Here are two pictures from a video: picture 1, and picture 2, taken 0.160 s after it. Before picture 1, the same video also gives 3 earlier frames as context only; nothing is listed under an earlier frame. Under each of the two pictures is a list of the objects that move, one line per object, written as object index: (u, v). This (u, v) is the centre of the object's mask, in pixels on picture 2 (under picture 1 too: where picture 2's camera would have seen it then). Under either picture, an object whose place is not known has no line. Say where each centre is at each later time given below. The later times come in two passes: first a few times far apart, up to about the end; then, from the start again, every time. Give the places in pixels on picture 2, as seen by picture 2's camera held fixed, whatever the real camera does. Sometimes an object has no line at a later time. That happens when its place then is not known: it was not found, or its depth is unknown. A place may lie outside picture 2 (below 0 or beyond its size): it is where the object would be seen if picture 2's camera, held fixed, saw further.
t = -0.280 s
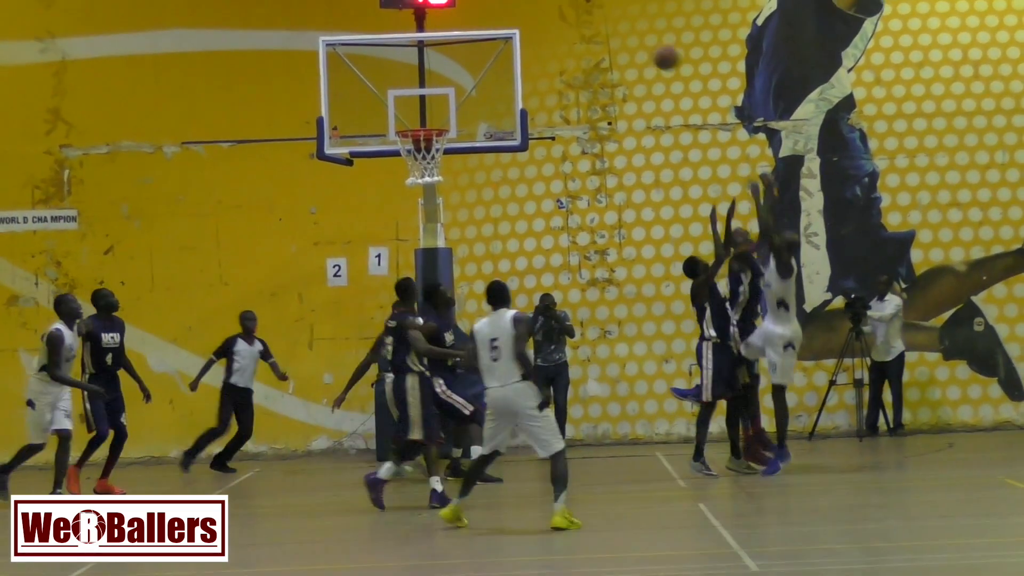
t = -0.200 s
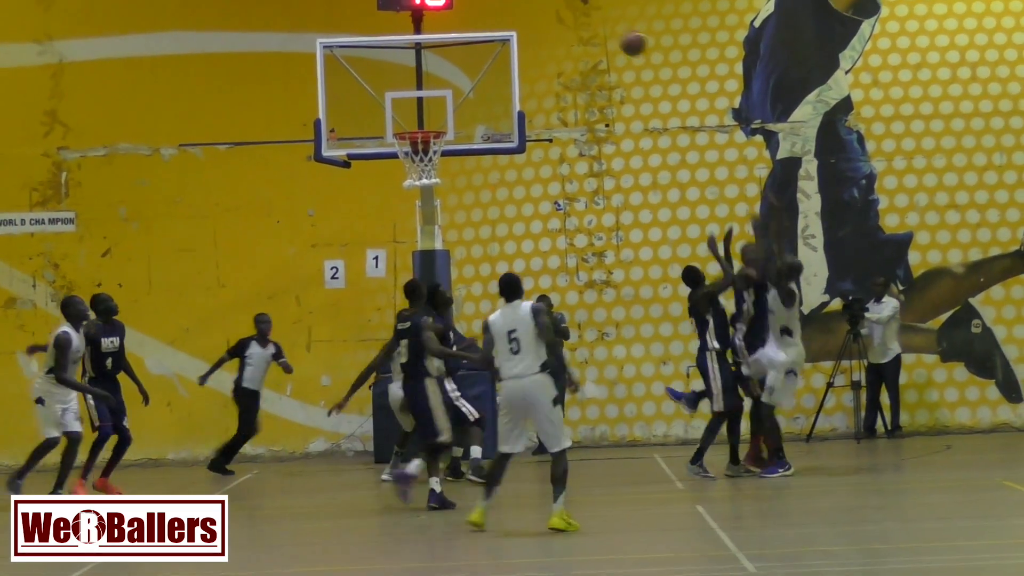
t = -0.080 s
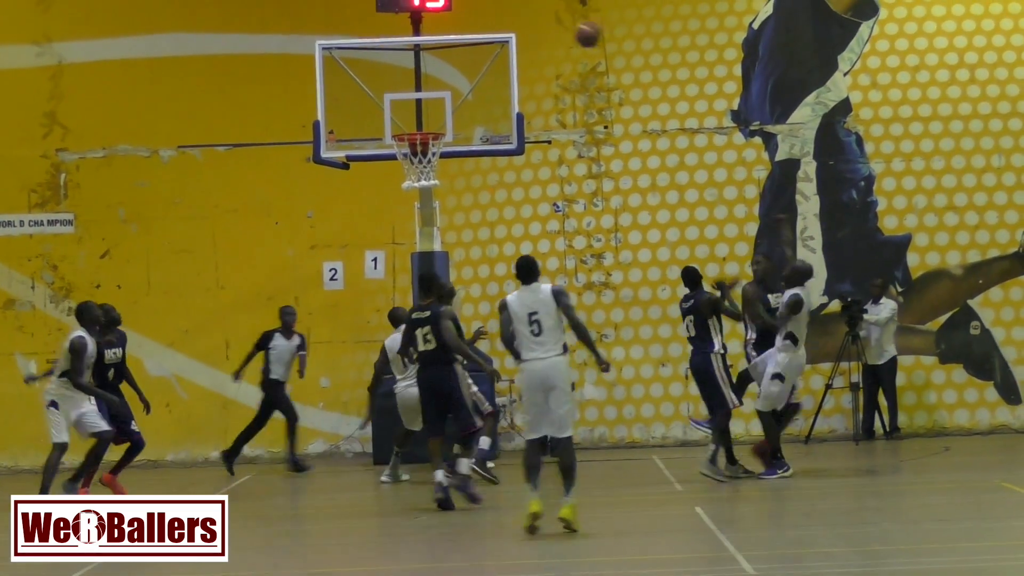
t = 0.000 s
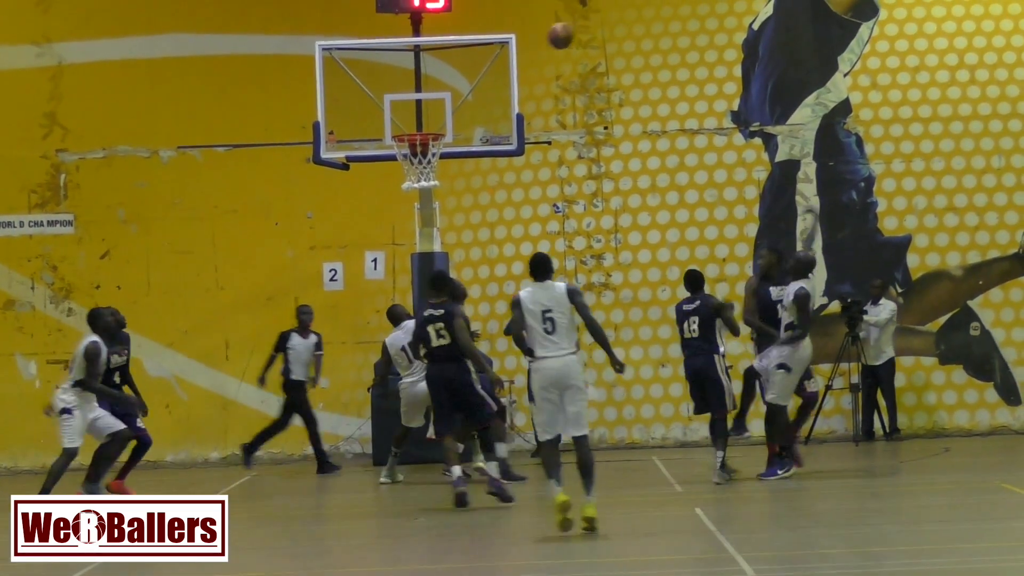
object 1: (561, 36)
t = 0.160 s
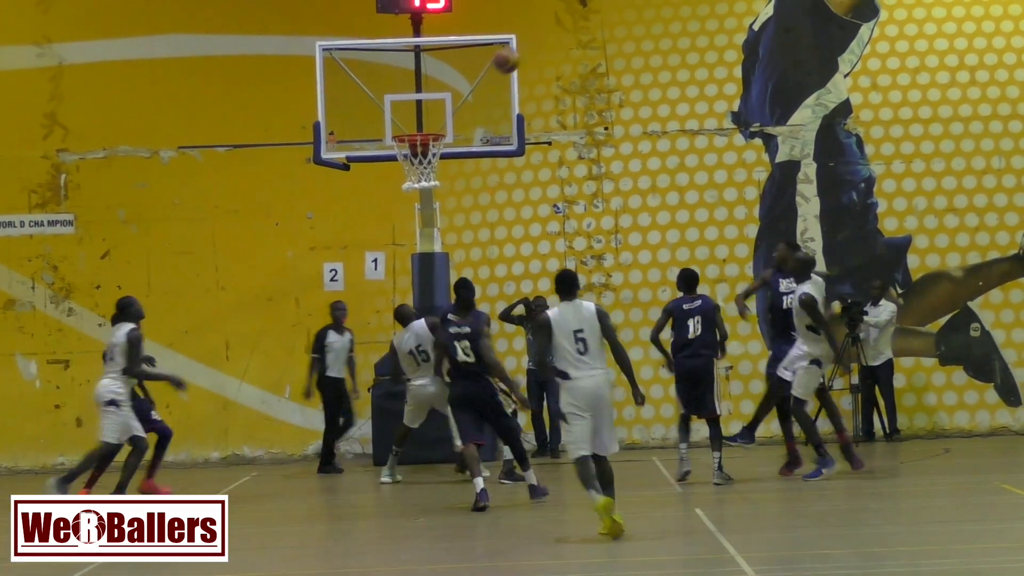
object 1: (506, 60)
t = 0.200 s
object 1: (492, 71)
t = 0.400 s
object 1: (446, 110)
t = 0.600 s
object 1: (449, 69)
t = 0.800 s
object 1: (453, 69)
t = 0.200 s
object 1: (492, 71)
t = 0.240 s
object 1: (480, 83)
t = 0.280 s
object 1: (467, 96)
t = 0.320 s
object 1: (455, 112)
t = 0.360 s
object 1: (446, 122)
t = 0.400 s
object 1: (446, 110)
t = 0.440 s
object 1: (446, 97)
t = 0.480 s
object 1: (447, 87)
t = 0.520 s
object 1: (447, 80)
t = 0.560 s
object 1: (447, 74)
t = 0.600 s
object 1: (449, 69)
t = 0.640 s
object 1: (450, 66)
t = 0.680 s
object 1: (450, 64)
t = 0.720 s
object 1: (451, 65)
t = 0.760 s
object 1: (452, 66)
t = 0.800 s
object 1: (453, 69)
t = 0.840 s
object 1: (454, 76)
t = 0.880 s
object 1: (455, 83)
